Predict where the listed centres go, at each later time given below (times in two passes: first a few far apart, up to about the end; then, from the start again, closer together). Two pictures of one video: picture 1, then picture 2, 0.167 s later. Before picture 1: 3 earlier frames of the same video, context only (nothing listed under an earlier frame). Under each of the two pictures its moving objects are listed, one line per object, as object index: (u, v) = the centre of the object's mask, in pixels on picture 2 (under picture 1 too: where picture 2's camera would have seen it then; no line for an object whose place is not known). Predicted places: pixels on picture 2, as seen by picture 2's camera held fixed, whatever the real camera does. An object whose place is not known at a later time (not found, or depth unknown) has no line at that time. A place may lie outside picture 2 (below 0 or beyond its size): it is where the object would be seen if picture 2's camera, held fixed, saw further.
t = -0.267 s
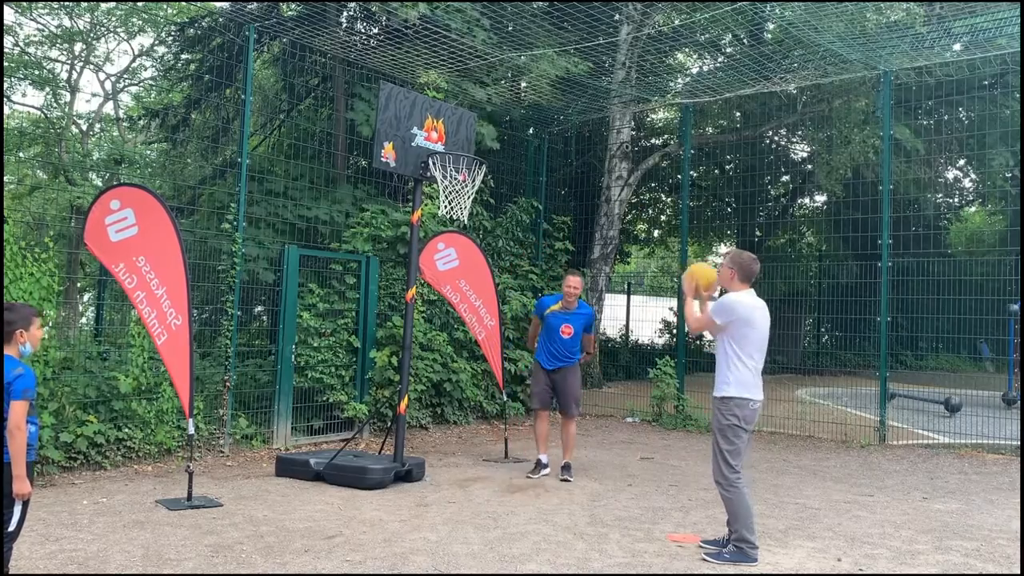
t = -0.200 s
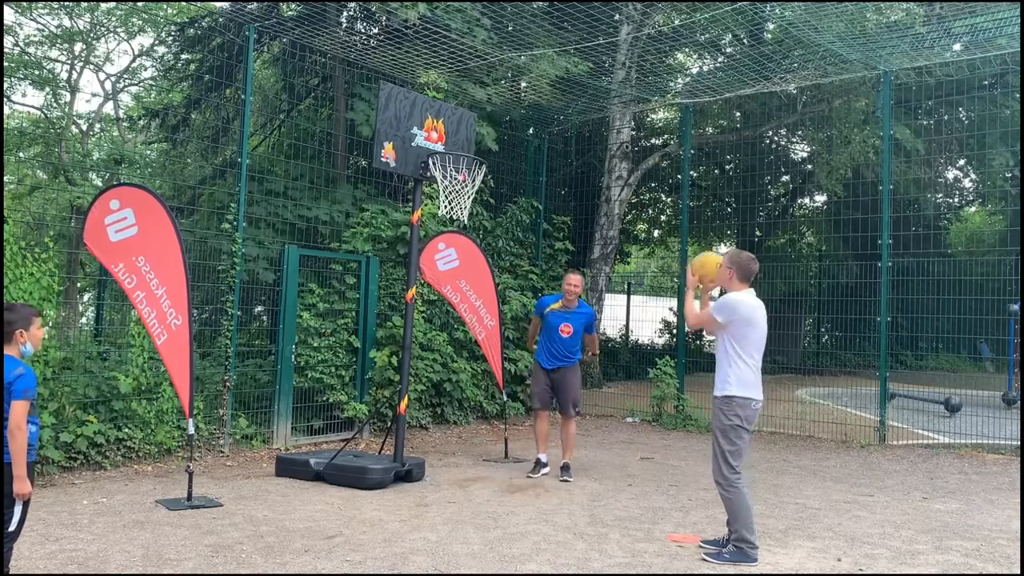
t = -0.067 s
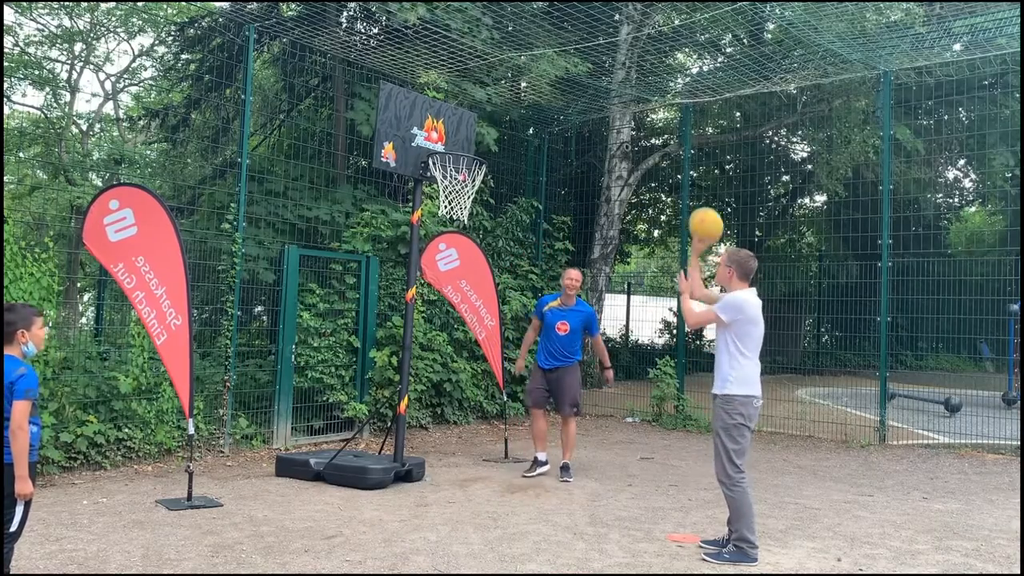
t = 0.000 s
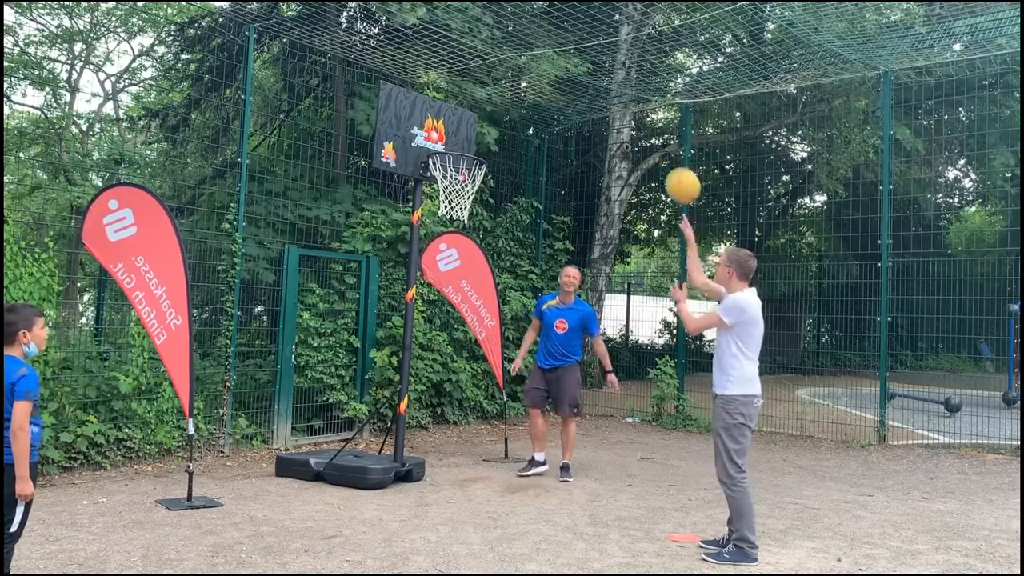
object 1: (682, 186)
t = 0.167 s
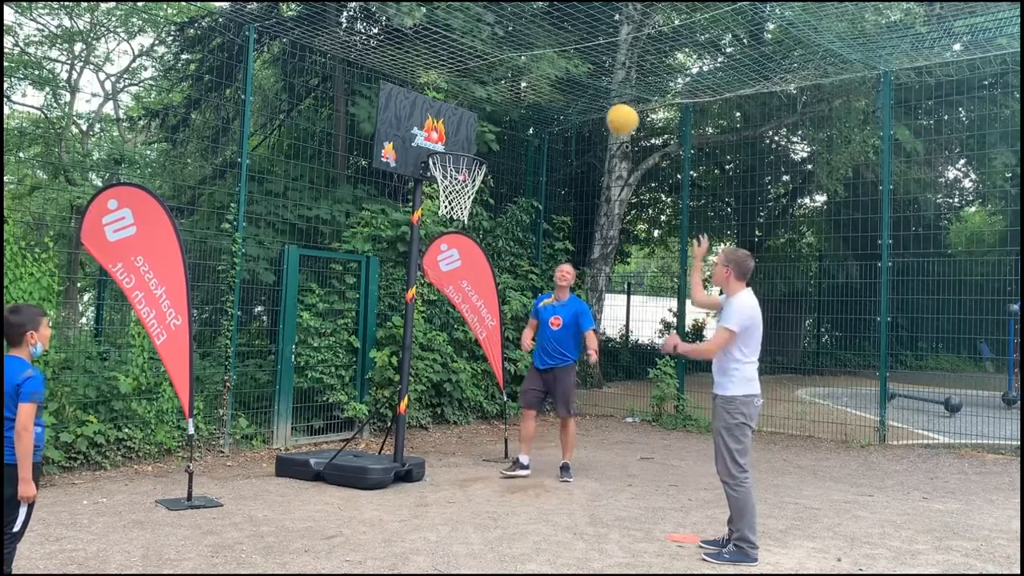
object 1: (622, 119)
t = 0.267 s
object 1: (589, 103)
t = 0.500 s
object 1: (518, 116)
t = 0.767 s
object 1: (460, 140)
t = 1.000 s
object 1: (450, 142)
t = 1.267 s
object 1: (463, 202)
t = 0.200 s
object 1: (611, 112)
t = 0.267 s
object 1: (589, 103)
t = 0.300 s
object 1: (578, 100)
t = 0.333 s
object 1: (568, 99)
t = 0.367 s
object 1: (558, 100)
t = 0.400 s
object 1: (548, 101)
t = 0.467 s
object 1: (528, 109)
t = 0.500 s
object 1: (518, 116)
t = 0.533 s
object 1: (509, 123)
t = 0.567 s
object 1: (500, 131)
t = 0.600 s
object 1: (491, 141)
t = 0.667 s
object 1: (477, 150)
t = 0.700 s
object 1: (471, 145)
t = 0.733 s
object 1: (465, 142)
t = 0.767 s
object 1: (460, 140)
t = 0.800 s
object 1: (455, 139)
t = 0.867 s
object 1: (445, 140)
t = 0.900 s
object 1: (445, 139)
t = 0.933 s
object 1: (447, 139)
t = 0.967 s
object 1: (448, 140)
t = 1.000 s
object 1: (450, 142)
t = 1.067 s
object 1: (454, 152)
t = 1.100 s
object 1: (456, 159)
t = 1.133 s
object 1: (458, 167)
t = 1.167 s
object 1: (460, 176)
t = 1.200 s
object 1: (461, 186)
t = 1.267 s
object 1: (463, 202)
